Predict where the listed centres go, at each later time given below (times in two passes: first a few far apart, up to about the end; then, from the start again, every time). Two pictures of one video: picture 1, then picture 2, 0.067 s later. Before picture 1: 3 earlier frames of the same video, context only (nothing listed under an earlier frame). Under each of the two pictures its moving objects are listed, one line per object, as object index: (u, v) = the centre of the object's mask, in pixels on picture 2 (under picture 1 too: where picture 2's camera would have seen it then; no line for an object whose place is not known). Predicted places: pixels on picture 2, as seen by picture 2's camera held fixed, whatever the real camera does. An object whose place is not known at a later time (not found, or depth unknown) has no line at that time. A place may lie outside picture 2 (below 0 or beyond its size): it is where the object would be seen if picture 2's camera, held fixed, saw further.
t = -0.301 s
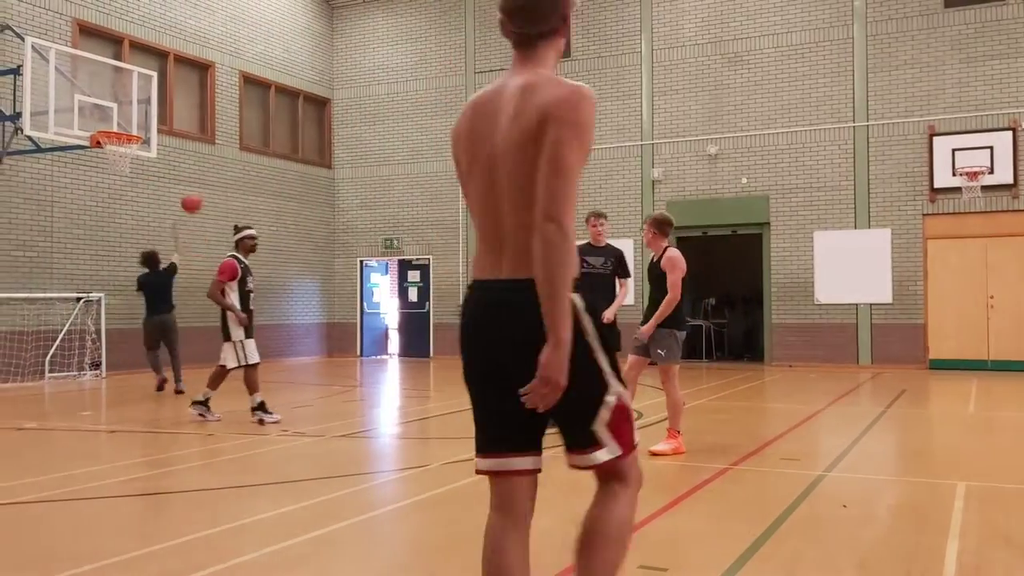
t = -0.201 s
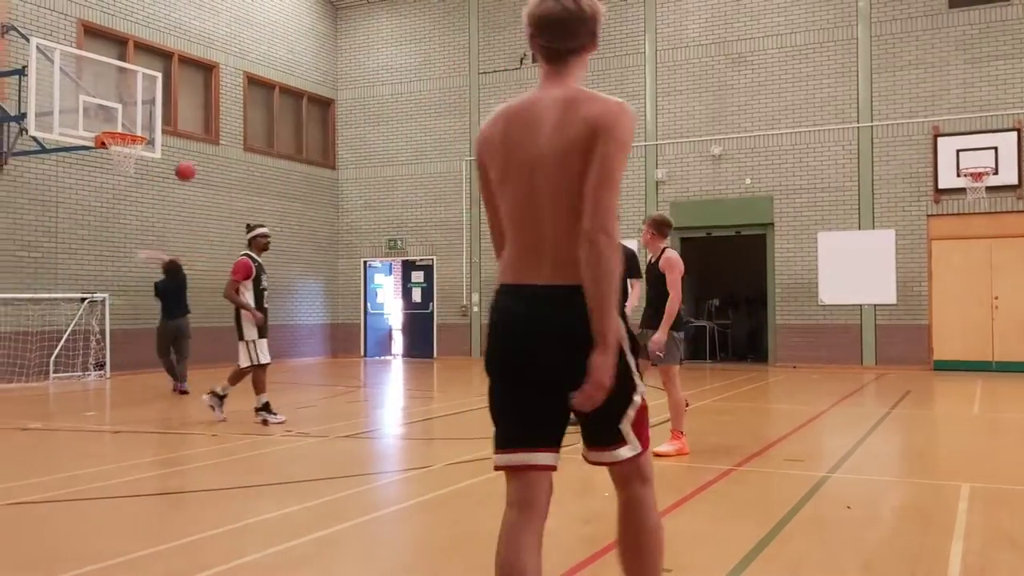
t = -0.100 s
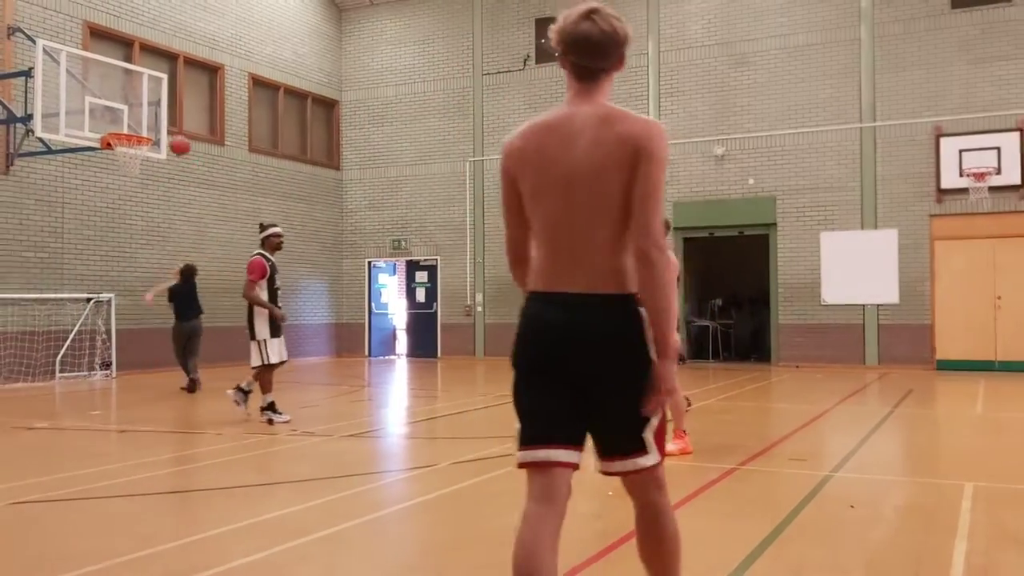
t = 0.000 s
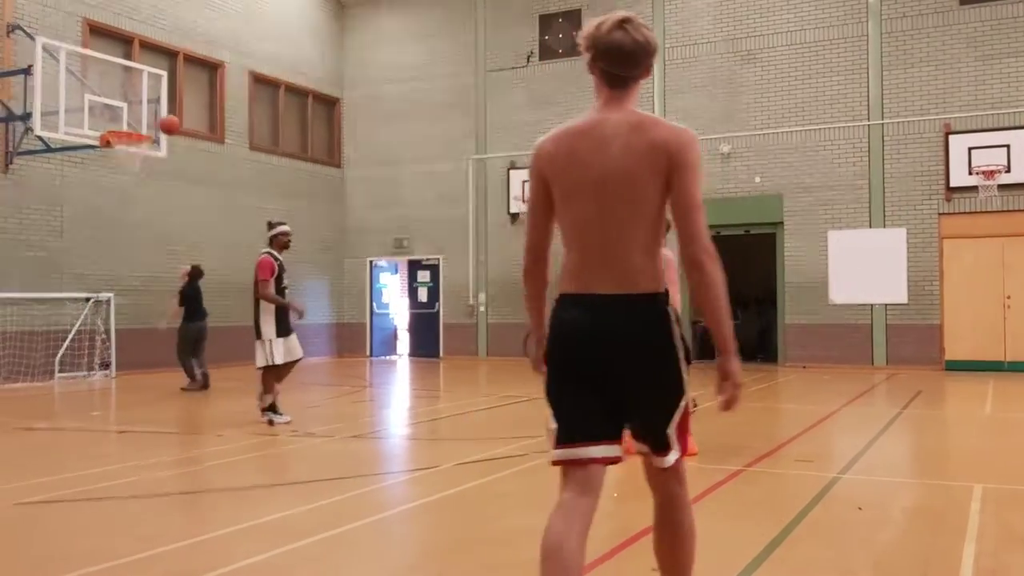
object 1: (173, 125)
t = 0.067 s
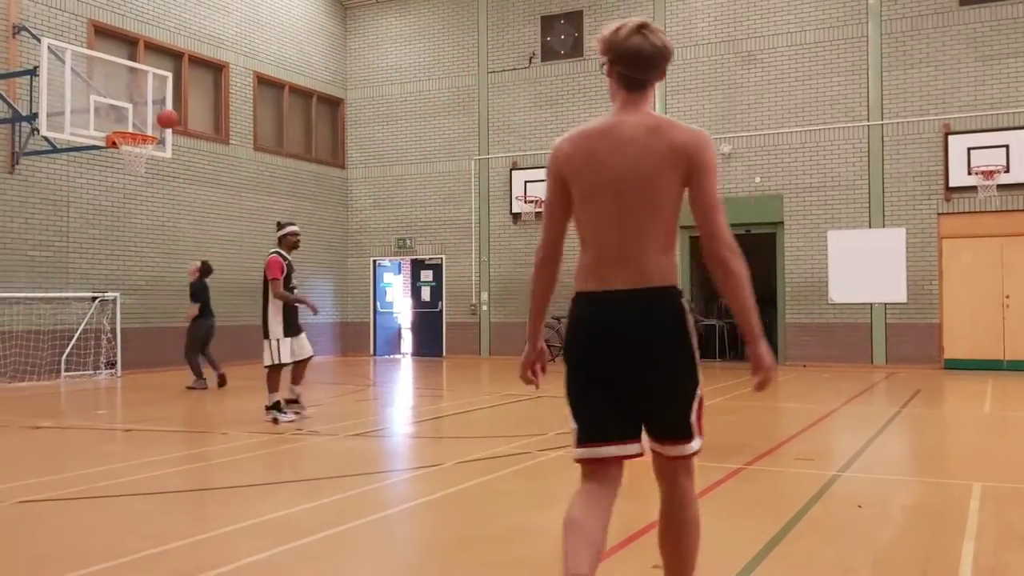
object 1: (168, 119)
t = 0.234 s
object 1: (150, 114)
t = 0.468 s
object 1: (127, 150)
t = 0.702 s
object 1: (139, 180)
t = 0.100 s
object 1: (164, 116)
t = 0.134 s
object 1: (160, 114)
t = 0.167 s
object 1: (157, 113)
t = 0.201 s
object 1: (153, 113)
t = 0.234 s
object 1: (150, 114)
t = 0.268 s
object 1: (146, 116)
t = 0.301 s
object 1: (142, 120)
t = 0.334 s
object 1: (139, 122)
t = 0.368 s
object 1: (136, 125)
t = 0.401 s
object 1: (134, 128)
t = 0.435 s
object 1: (127, 146)
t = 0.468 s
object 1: (127, 150)
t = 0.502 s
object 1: (125, 152)
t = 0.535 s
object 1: (126, 161)
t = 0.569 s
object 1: (129, 161)
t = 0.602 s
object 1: (131, 163)
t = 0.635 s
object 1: (134, 167)
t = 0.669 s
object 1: (137, 173)
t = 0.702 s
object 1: (139, 180)
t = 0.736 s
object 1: (141, 188)
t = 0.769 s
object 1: (143, 197)
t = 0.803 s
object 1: (145, 207)
